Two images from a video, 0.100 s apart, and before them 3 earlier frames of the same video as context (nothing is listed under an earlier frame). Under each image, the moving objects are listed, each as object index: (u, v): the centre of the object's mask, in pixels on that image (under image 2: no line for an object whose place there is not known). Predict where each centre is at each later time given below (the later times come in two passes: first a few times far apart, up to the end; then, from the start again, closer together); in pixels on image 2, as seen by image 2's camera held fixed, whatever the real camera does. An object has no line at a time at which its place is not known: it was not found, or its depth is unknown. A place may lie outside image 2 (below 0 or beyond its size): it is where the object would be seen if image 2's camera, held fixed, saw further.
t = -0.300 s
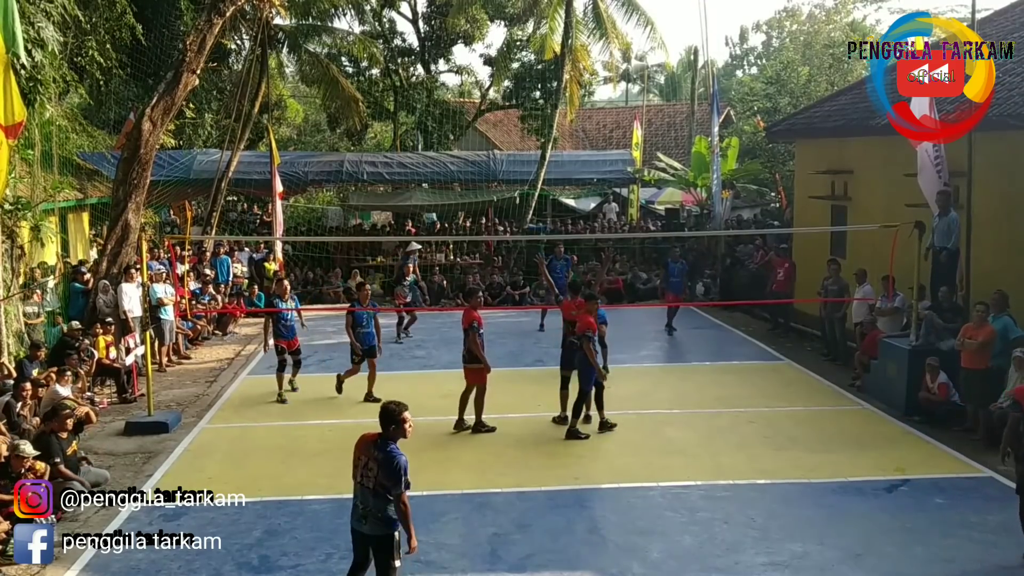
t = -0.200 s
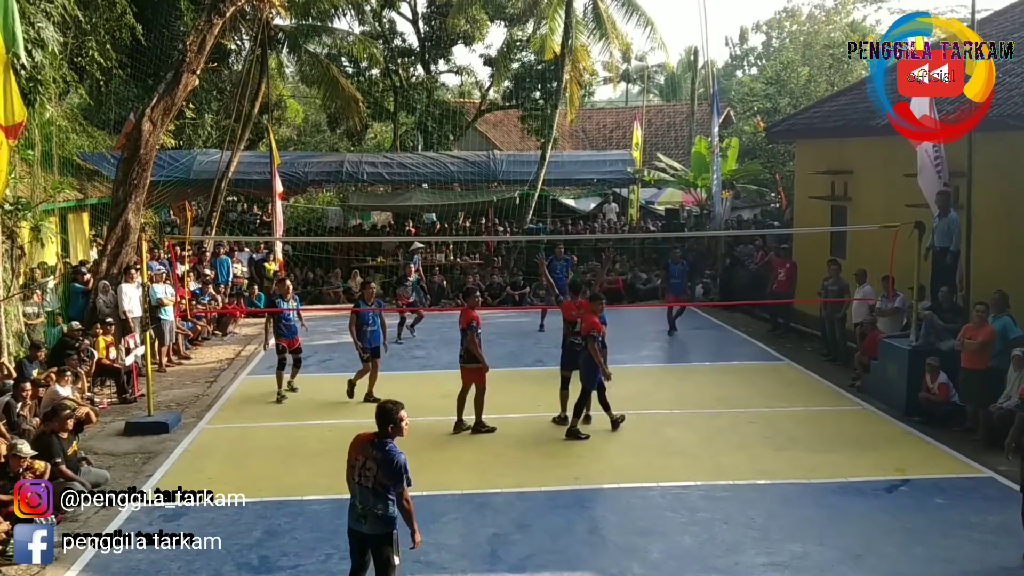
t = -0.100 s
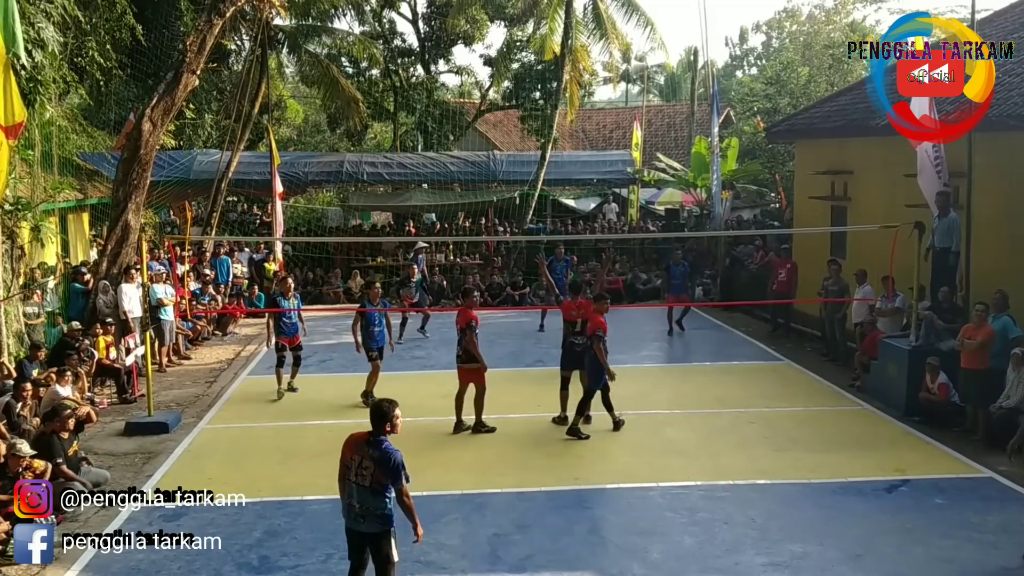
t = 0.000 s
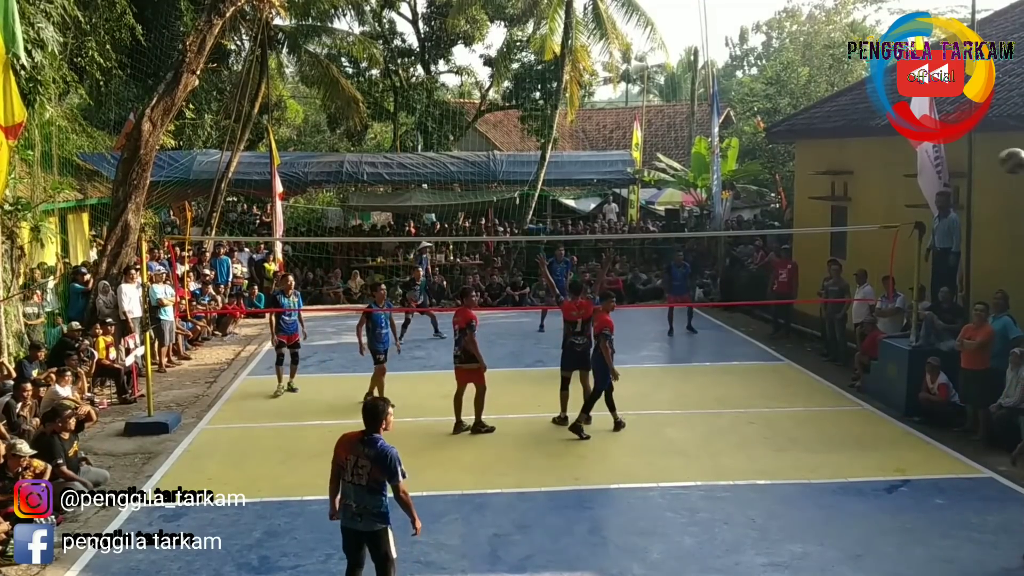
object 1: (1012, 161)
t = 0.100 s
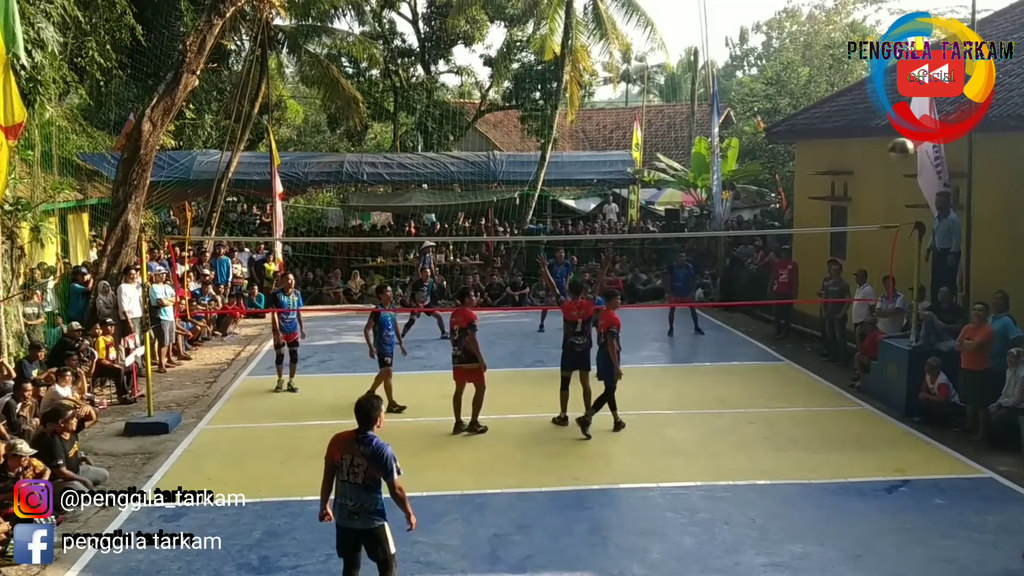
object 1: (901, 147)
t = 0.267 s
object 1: (769, 156)
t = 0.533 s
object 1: (639, 197)
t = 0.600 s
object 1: (617, 210)
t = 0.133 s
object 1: (871, 146)
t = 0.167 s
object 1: (841, 149)
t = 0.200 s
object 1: (816, 150)
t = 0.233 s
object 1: (792, 153)
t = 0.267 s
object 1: (769, 156)
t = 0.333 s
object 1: (729, 163)
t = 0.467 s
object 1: (664, 185)
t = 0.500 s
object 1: (651, 191)
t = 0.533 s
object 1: (639, 197)
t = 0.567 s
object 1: (628, 203)
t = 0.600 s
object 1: (617, 210)
